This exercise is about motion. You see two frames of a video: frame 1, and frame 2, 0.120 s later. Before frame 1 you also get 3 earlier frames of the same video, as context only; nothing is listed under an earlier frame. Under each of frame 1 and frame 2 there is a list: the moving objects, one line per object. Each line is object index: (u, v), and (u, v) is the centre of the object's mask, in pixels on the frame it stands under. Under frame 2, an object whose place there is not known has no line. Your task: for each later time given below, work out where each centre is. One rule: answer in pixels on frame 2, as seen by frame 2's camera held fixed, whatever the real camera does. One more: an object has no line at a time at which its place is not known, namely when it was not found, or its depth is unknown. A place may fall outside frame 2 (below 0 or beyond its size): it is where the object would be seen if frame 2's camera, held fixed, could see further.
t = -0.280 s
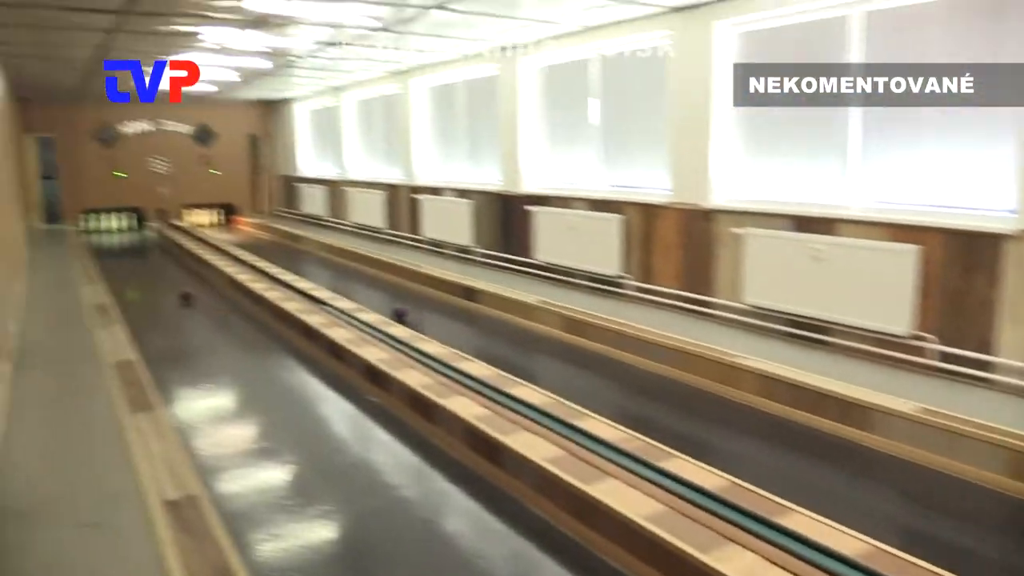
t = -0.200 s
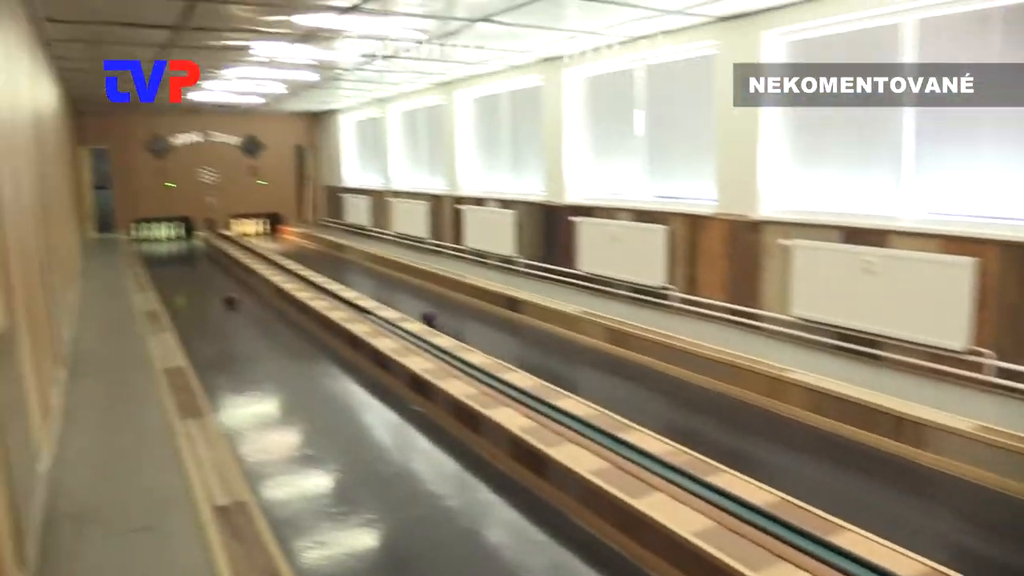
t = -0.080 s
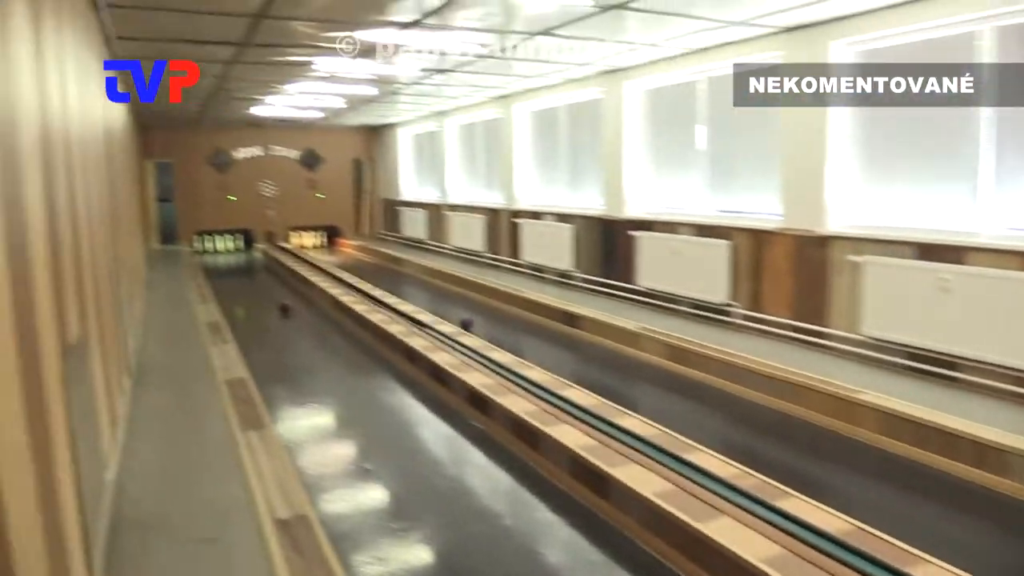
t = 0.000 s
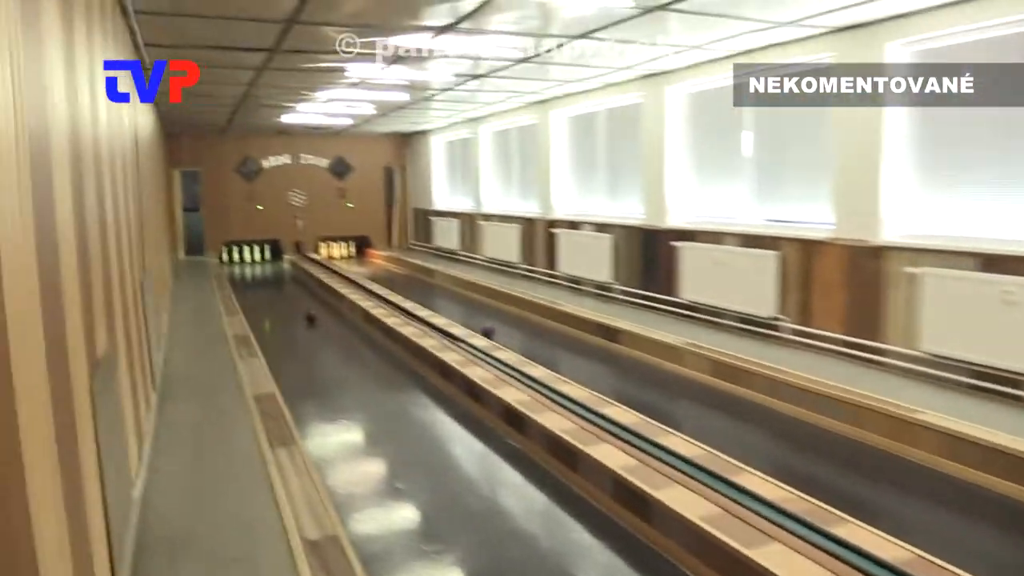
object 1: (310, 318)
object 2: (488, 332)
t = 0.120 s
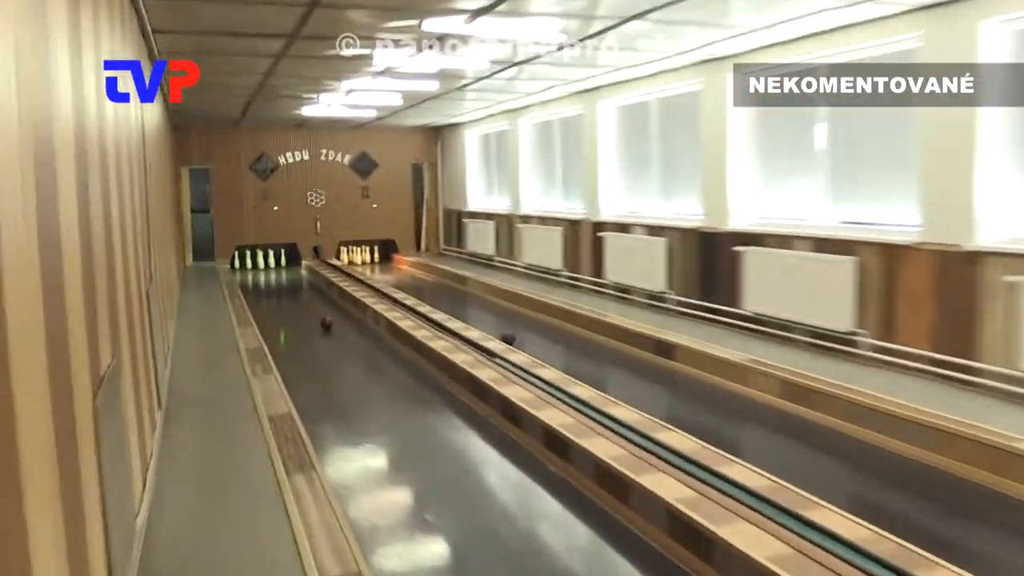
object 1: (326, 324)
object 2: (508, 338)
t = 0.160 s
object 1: (324, 323)
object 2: (503, 336)
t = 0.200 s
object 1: (322, 322)
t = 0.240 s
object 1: (320, 321)
